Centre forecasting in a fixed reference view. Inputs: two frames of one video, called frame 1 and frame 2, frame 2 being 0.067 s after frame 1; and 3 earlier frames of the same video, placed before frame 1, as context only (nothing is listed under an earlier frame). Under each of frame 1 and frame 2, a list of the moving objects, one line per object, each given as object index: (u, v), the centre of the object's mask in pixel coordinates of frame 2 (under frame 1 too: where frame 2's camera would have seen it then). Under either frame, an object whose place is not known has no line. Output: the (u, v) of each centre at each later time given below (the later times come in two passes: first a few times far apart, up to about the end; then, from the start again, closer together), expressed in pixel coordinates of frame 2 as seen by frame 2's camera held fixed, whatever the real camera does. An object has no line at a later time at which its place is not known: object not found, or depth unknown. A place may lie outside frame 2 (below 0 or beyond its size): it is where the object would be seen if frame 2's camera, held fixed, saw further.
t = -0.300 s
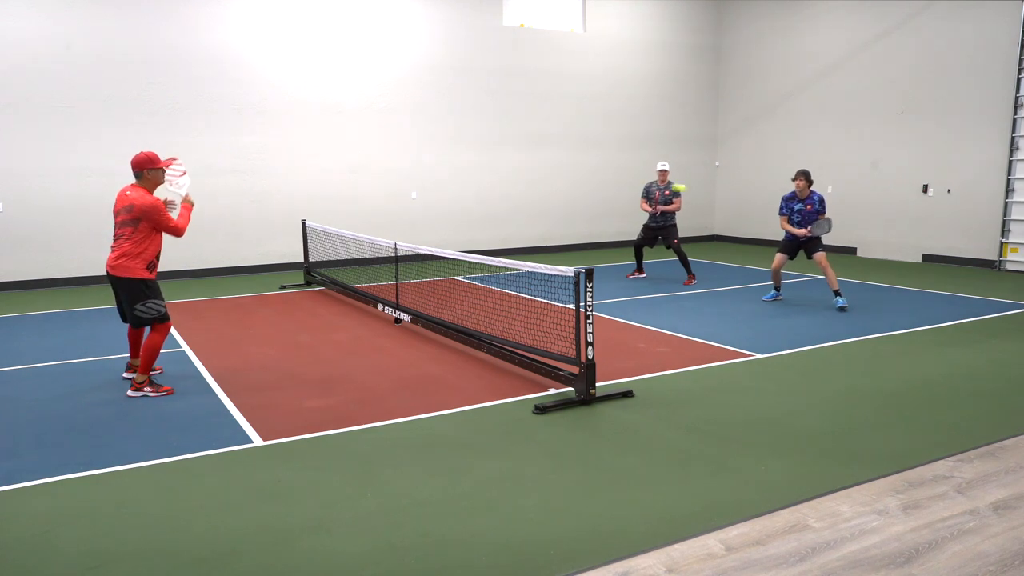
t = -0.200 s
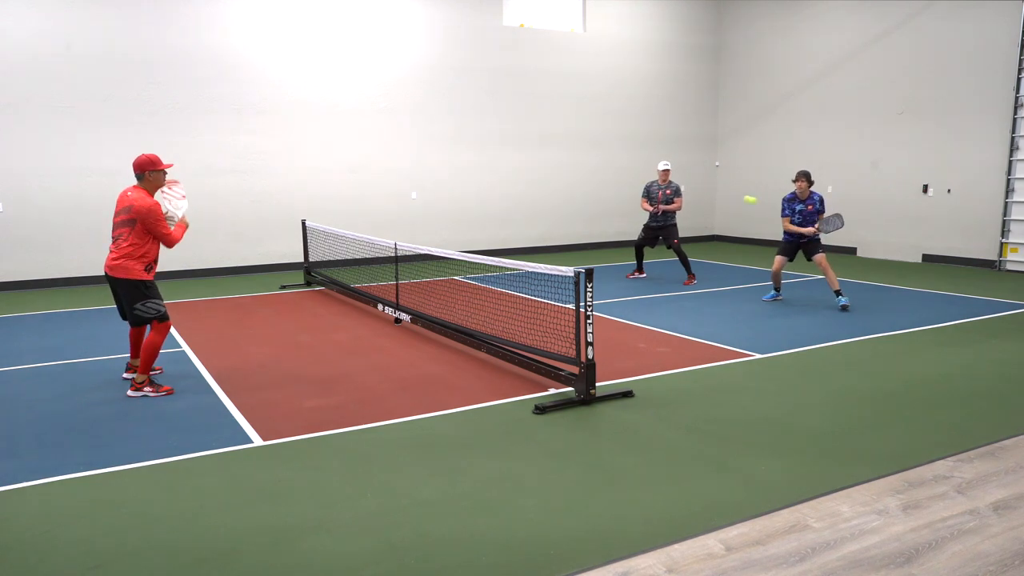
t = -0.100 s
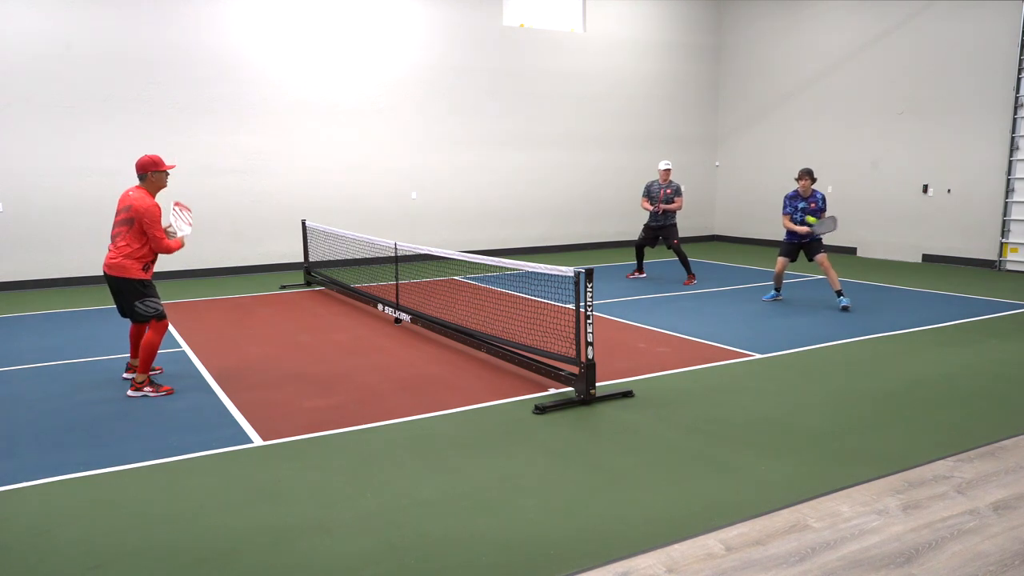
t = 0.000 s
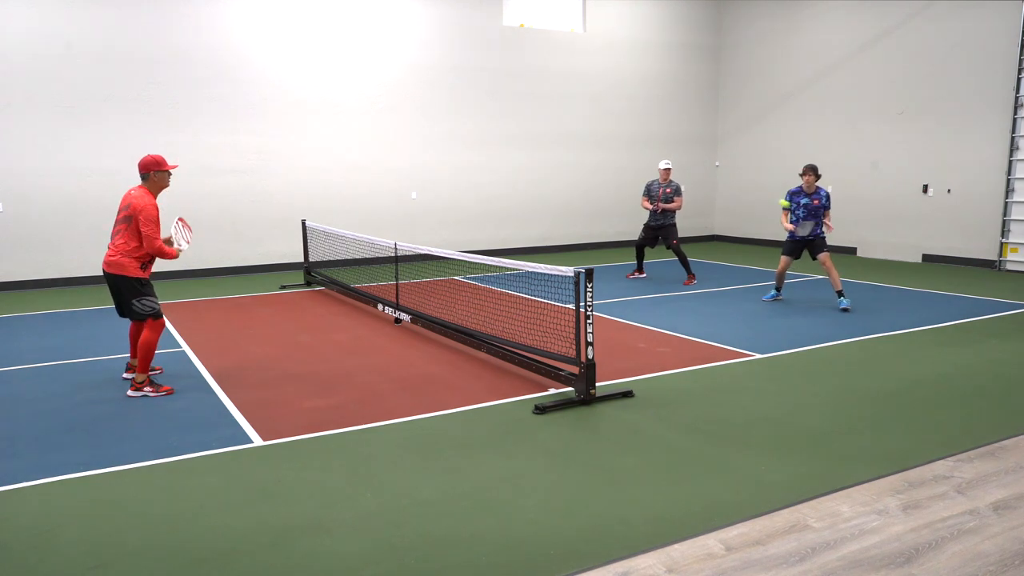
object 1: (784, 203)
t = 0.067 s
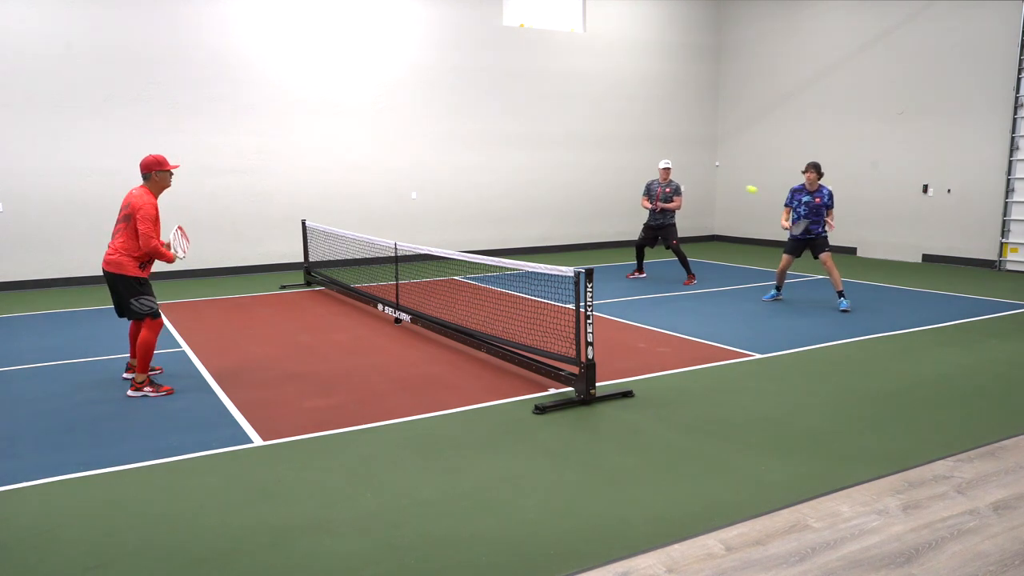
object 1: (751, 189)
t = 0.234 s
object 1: (664, 171)
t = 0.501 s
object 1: (510, 198)
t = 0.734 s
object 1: (359, 291)
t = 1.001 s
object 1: (228, 330)
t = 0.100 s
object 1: (734, 183)
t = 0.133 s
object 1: (717, 179)
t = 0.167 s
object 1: (700, 175)
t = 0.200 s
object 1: (683, 172)
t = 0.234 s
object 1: (664, 171)
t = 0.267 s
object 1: (646, 170)
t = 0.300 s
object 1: (628, 170)
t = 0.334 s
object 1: (609, 172)
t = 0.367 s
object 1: (590, 175)
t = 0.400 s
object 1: (571, 178)
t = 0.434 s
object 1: (551, 184)
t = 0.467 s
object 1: (531, 190)
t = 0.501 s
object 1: (510, 198)
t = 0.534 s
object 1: (490, 206)
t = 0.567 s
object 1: (469, 217)
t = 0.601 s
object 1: (447, 228)
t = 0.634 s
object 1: (426, 241)
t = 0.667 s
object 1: (403, 258)
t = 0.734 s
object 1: (359, 291)
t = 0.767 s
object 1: (338, 309)
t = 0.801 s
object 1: (316, 329)
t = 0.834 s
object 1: (294, 350)
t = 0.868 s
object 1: (272, 371)
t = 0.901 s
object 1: (261, 360)
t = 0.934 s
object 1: (250, 349)
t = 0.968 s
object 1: (239, 339)
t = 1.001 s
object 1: (228, 330)
